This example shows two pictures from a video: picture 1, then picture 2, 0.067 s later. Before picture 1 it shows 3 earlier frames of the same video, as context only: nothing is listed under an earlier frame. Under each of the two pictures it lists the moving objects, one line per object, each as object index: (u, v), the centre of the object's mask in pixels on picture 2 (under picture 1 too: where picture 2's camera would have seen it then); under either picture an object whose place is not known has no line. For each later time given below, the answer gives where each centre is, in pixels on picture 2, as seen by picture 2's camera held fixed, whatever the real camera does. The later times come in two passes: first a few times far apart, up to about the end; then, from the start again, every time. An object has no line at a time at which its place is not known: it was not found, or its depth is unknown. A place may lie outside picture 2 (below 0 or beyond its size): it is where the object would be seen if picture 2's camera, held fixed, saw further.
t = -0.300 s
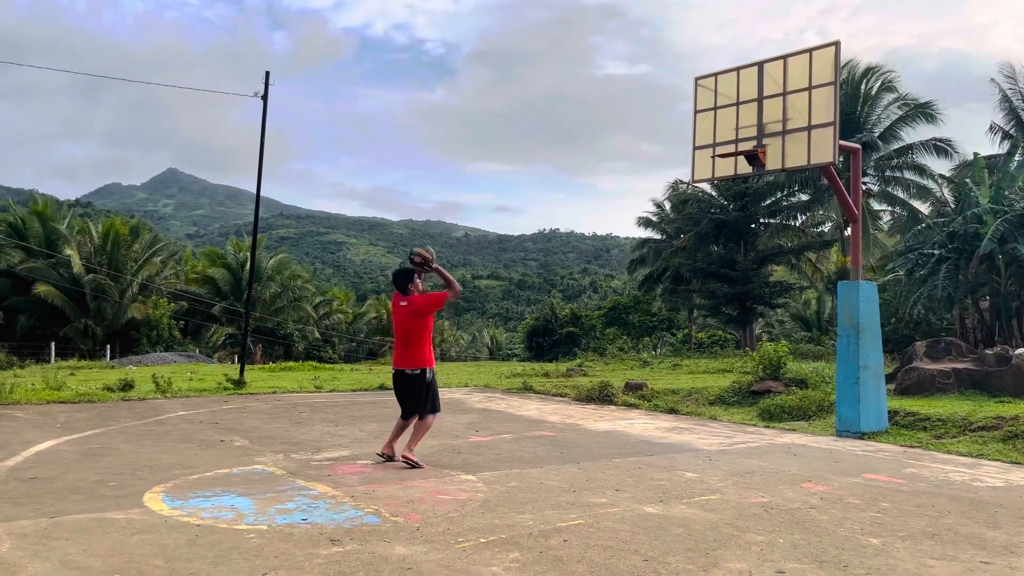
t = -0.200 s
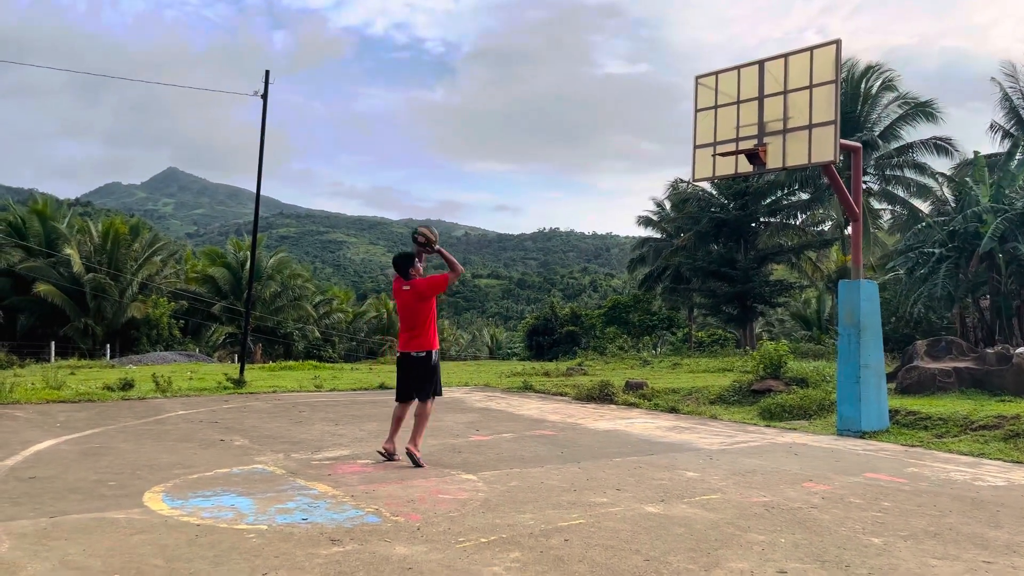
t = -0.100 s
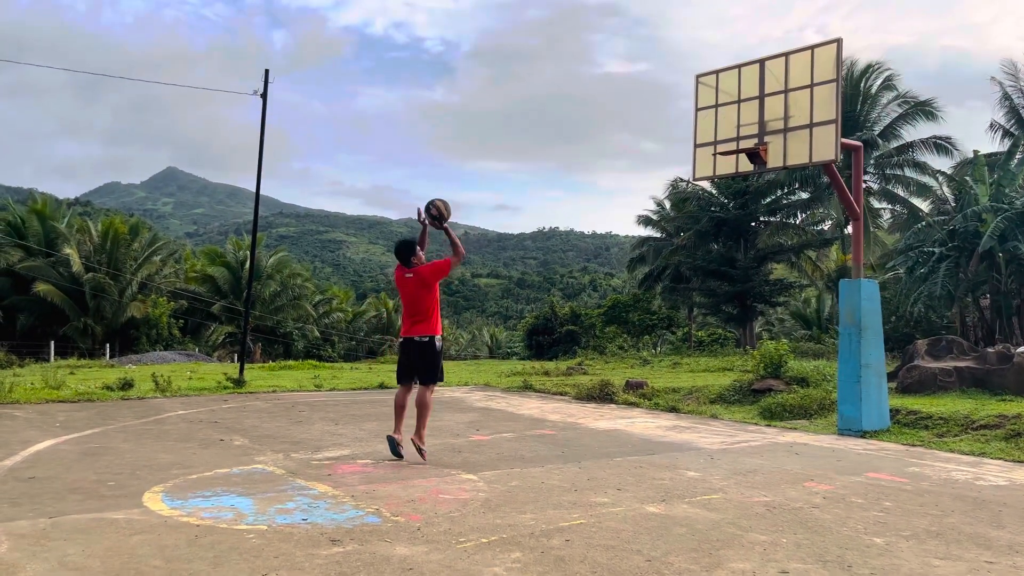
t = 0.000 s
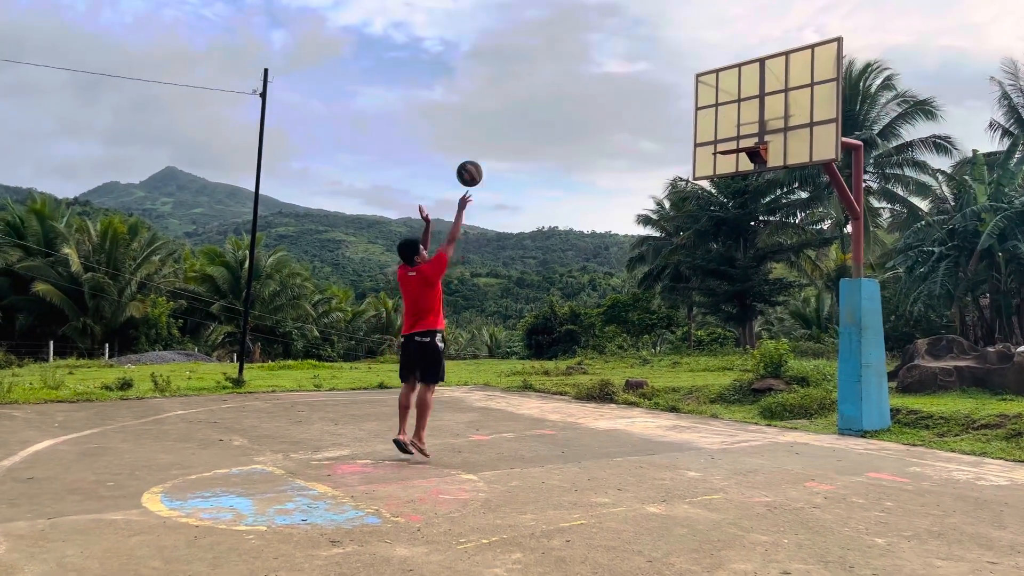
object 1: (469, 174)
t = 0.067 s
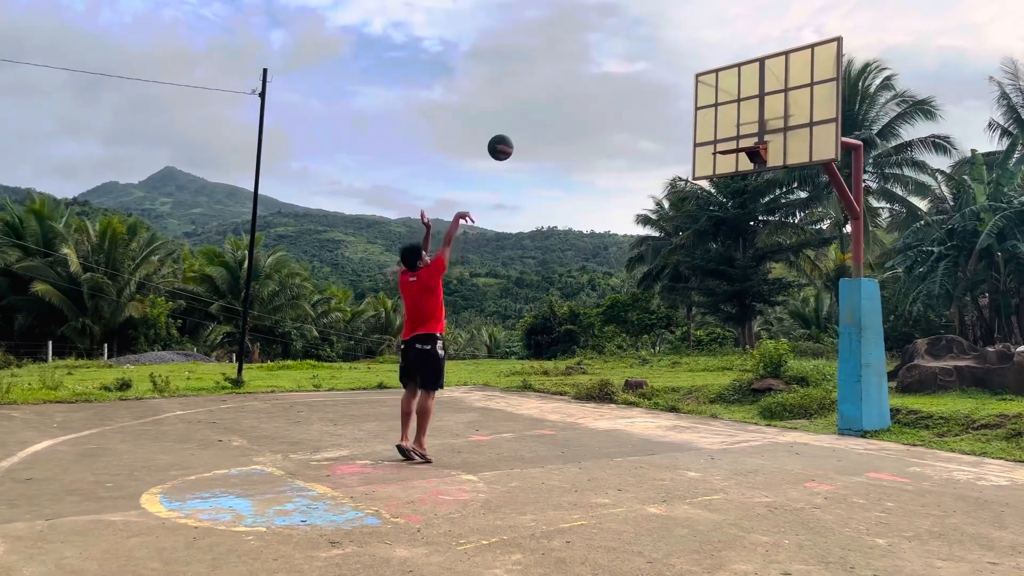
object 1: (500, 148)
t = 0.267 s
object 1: (587, 103)
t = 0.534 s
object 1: (685, 112)
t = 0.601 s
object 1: (707, 124)
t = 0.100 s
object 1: (515, 137)
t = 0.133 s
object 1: (530, 128)
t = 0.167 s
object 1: (545, 120)
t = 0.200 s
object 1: (559, 113)
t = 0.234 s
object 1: (573, 108)
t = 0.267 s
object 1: (587, 103)
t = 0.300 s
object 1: (600, 101)
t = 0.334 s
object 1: (613, 99)
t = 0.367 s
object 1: (626, 98)
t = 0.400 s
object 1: (638, 99)
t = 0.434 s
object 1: (651, 100)
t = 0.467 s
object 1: (662, 103)
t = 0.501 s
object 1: (680, 109)
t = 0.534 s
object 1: (685, 112)
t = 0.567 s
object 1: (702, 120)
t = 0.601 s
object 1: (707, 124)
